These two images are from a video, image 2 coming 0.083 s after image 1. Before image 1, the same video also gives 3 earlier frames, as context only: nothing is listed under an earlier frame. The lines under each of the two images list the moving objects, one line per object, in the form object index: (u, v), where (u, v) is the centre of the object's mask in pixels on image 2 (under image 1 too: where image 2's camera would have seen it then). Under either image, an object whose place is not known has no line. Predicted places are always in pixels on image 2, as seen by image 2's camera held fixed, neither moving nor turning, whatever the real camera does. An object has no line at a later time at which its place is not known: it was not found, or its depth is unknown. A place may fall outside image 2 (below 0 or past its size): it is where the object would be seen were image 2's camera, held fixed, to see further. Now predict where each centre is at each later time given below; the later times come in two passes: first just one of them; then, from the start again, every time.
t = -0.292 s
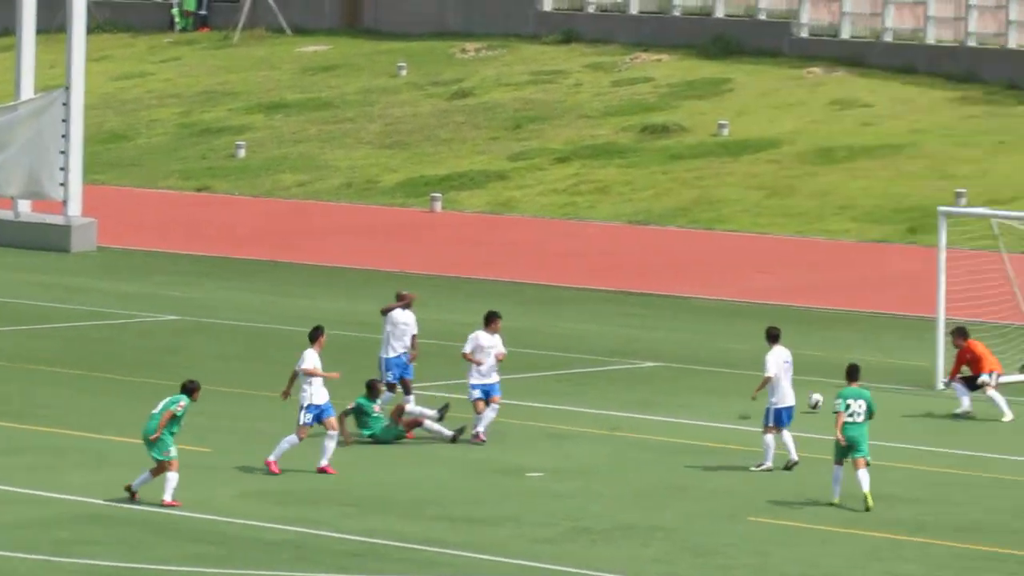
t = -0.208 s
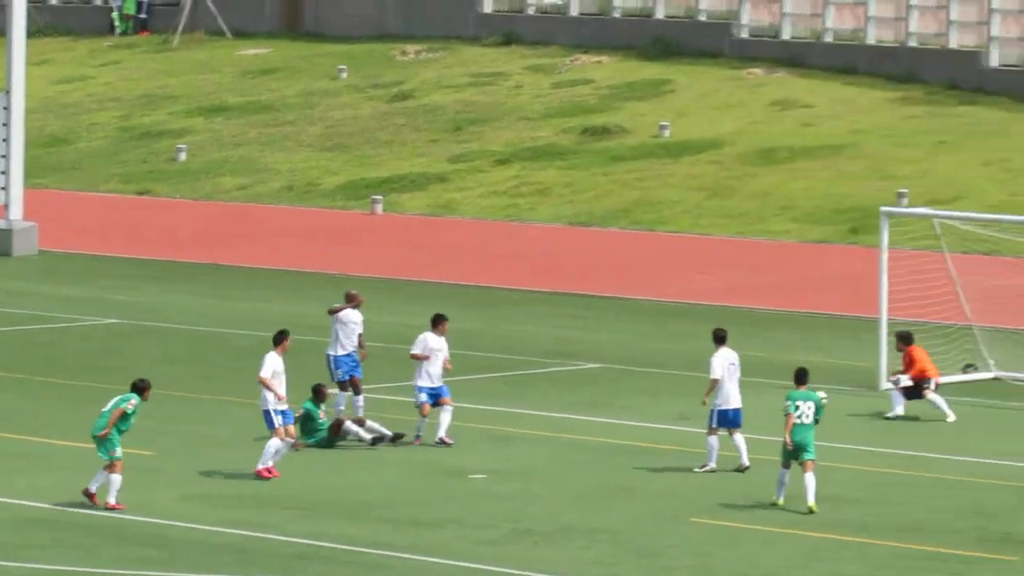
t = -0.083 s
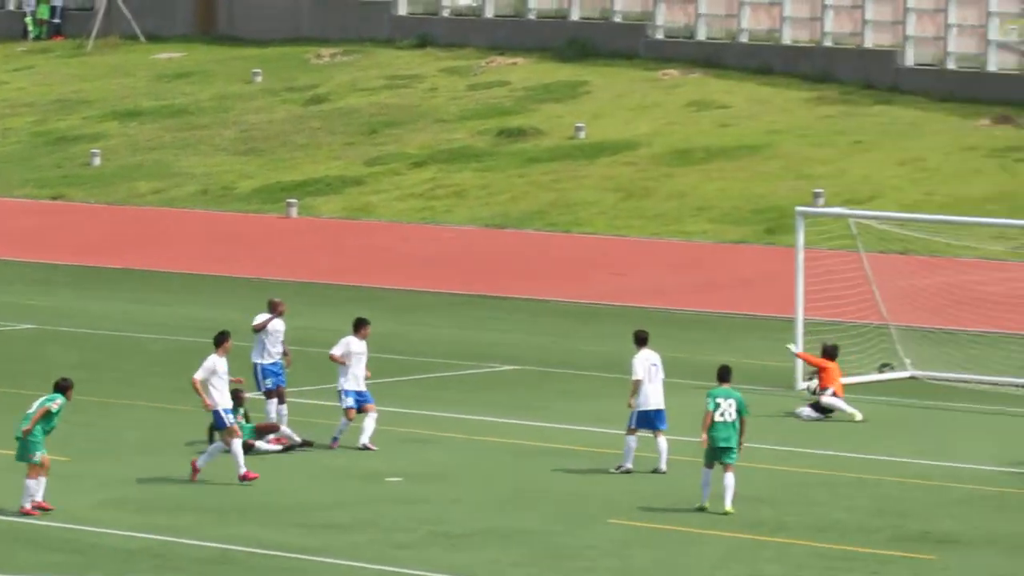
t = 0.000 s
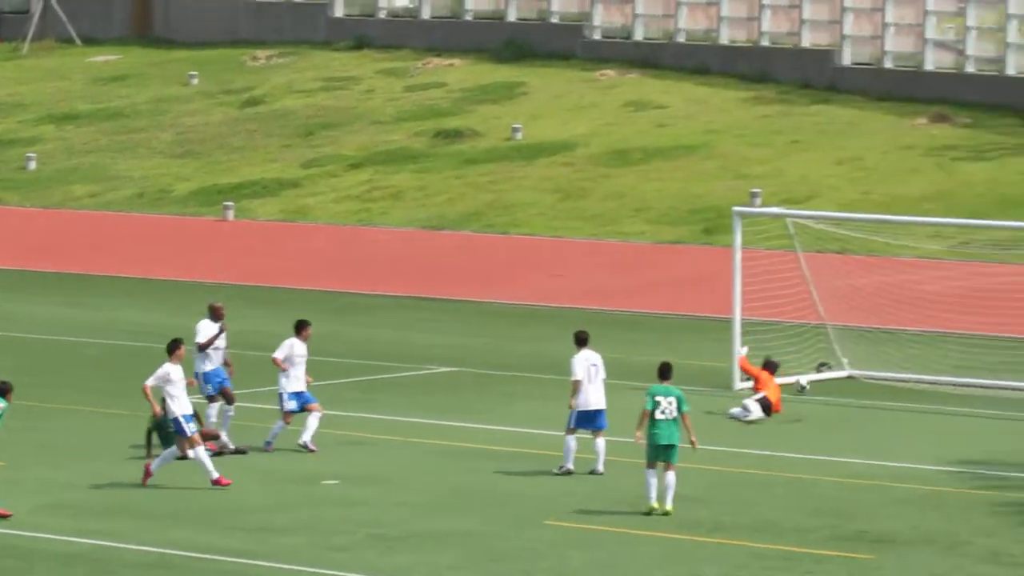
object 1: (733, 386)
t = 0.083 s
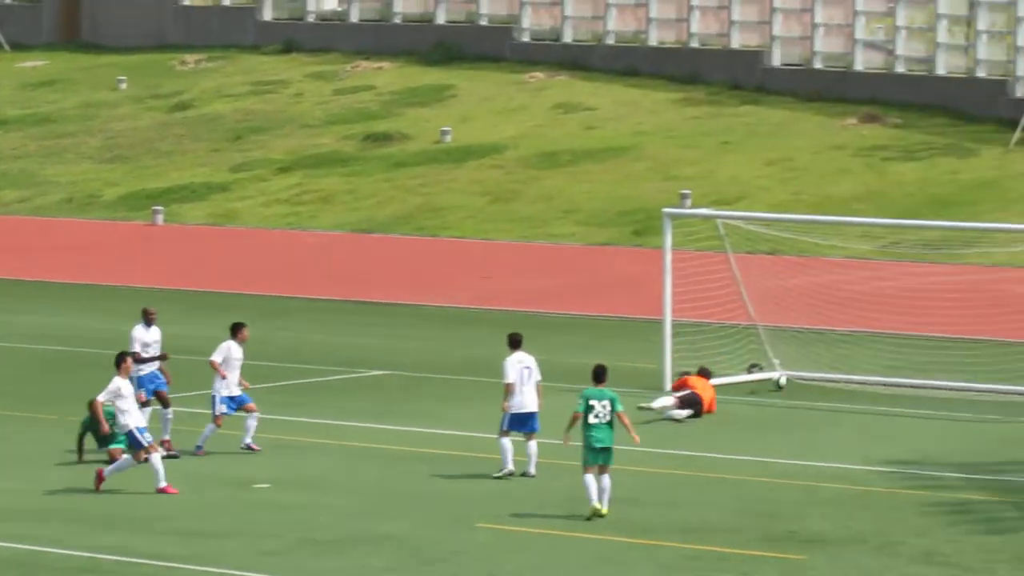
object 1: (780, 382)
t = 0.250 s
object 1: (848, 362)
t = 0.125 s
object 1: (801, 379)
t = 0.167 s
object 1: (824, 376)
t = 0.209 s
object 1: (840, 374)
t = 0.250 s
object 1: (848, 362)
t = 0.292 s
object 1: (853, 346)
